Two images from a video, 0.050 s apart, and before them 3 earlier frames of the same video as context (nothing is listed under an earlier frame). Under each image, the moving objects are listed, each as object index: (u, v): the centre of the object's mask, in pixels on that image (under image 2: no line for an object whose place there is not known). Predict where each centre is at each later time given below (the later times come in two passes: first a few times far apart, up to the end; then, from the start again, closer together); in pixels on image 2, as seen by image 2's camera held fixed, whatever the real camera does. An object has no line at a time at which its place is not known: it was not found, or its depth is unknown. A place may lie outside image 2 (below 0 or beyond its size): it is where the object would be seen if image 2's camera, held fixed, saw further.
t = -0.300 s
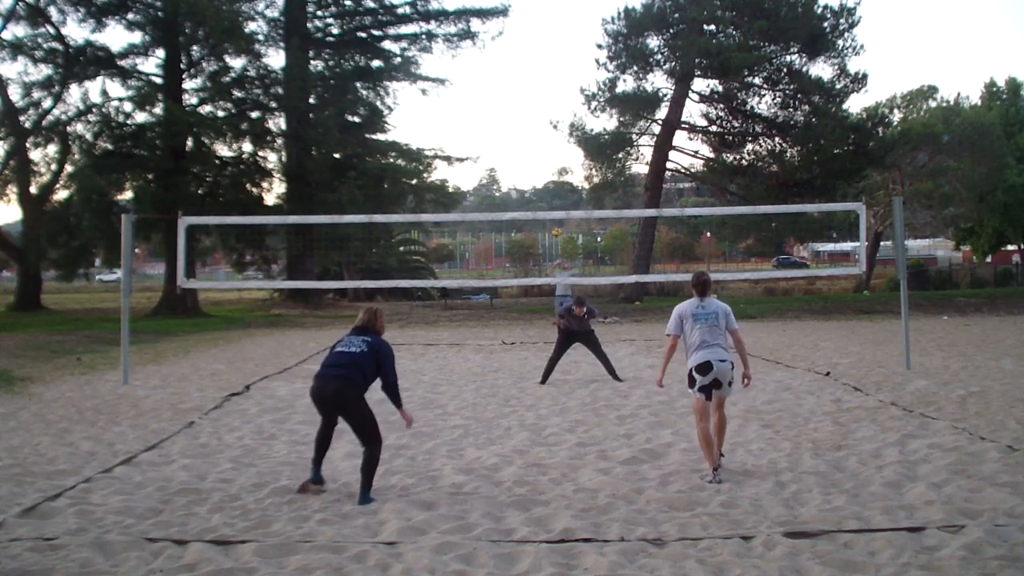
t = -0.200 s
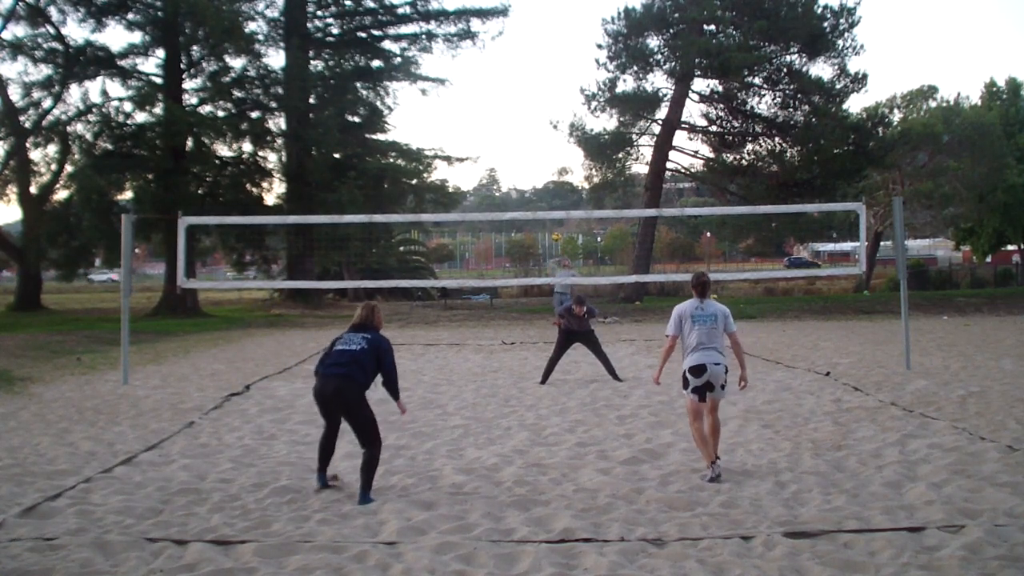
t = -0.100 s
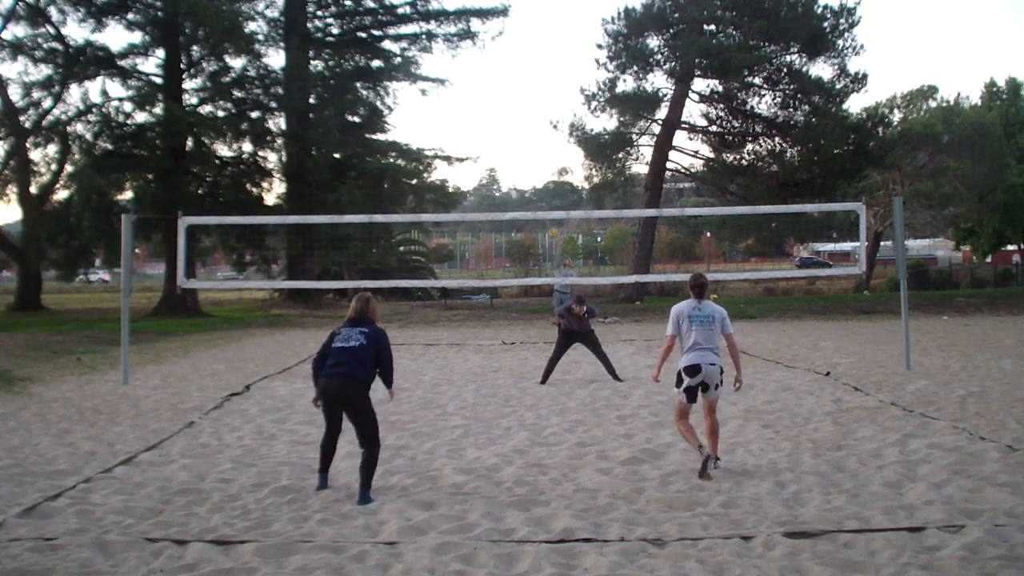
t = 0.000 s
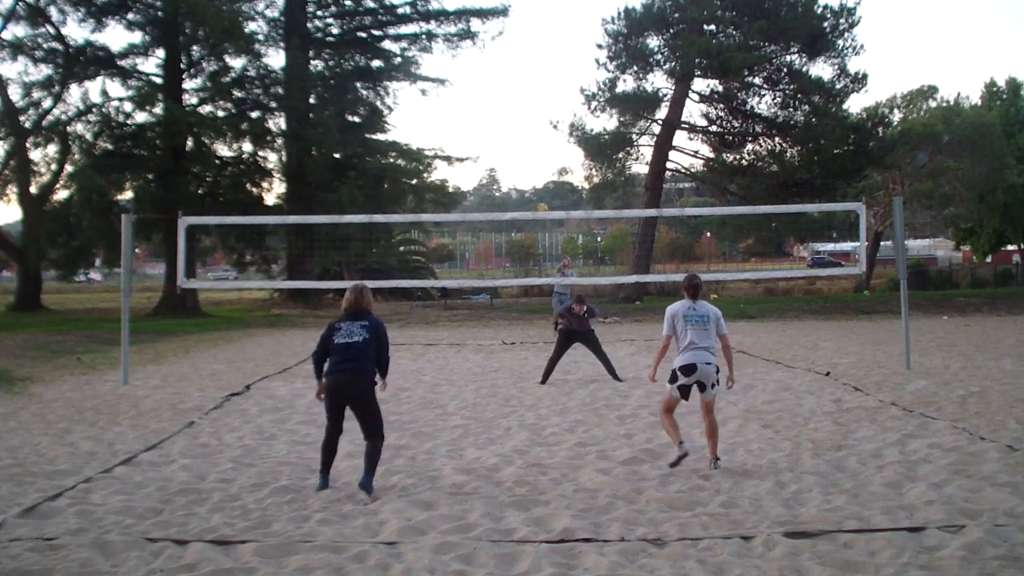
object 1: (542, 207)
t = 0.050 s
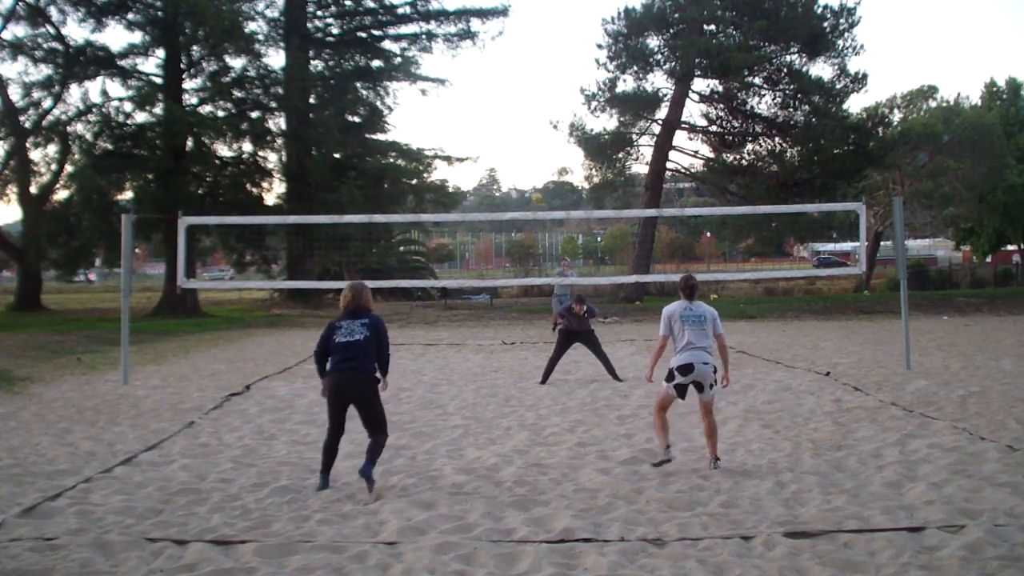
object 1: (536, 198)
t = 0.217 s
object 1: (512, 164)
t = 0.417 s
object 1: (474, 136)
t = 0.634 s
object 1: (417, 126)
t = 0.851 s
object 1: (341, 151)
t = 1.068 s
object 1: (238, 234)
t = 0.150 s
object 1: (523, 177)
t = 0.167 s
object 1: (520, 174)
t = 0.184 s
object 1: (517, 170)
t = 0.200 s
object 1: (515, 167)
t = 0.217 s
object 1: (512, 164)
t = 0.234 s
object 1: (509, 161)
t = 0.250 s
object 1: (507, 158)
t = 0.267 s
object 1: (504, 155)
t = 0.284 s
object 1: (501, 153)
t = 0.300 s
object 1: (498, 150)
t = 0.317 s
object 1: (495, 148)
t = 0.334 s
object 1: (491, 145)
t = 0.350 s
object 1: (488, 143)
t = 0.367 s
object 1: (485, 141)
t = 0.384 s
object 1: (481, 139)
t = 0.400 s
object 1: (478, 137)
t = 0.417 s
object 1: (474, 136)
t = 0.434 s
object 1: (470, 134)
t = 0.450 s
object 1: (466, 132)
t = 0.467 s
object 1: (463, 131)
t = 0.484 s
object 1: (458, 130)
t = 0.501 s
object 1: (454, 129)
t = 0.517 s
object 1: (450, 128)
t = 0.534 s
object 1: (446, 127)
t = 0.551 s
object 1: (441, 127)
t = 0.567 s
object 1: (437, 126)
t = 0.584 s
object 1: (432, 126)
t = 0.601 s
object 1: (427, 126)
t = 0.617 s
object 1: (422, 126)
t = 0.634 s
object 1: (417, 126)
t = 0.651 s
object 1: (412, 126)
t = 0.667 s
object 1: (406, 127)
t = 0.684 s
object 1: (401, 128)
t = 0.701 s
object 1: (395, 129)
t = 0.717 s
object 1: (390, 131)
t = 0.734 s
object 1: (383, 132)
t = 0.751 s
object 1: (378, 133)
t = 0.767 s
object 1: (372, 135)
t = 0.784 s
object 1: (365, 138)
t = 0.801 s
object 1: (360, 142)
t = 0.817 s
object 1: (354, 145)
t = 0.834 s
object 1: (347, 148)
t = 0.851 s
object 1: (341, 151)
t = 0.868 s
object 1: (334, 155)
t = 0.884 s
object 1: (326, 160)
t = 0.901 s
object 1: (320, 165)
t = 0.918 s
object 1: (312, 169)
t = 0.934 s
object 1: (305, 174)
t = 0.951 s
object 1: (298, 180)
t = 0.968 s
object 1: (290, 186)
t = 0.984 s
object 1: (283, 193)
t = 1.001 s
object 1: (272, 202)
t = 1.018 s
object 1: (264, 208)
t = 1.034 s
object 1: (256, 215)
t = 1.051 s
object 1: (247, 225)
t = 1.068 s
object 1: (238, 234)
